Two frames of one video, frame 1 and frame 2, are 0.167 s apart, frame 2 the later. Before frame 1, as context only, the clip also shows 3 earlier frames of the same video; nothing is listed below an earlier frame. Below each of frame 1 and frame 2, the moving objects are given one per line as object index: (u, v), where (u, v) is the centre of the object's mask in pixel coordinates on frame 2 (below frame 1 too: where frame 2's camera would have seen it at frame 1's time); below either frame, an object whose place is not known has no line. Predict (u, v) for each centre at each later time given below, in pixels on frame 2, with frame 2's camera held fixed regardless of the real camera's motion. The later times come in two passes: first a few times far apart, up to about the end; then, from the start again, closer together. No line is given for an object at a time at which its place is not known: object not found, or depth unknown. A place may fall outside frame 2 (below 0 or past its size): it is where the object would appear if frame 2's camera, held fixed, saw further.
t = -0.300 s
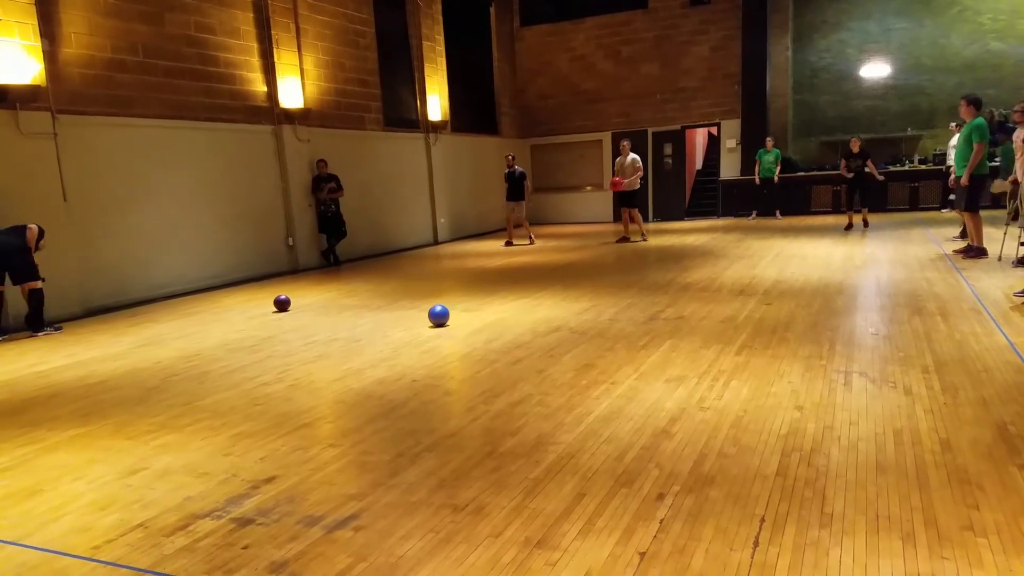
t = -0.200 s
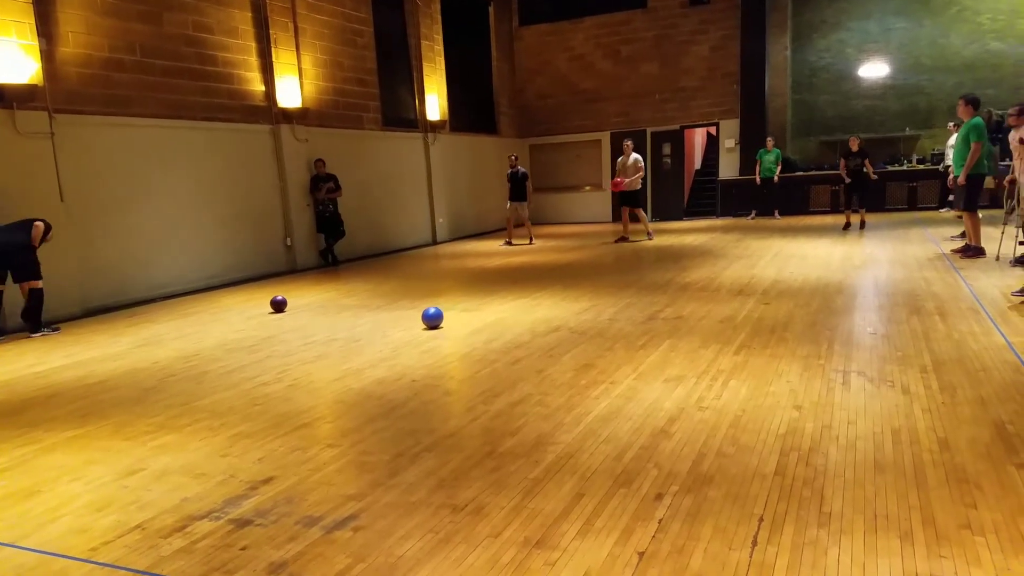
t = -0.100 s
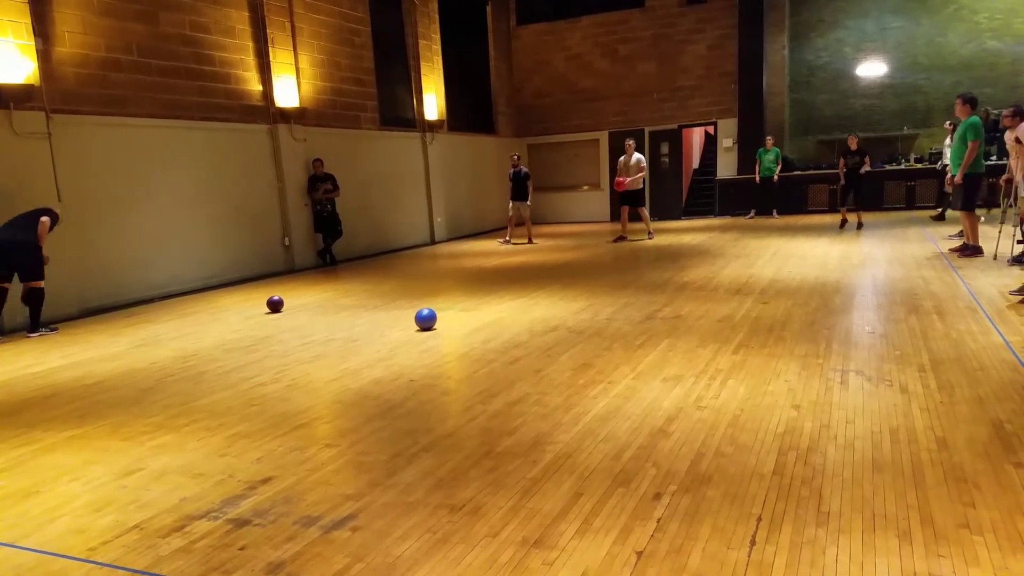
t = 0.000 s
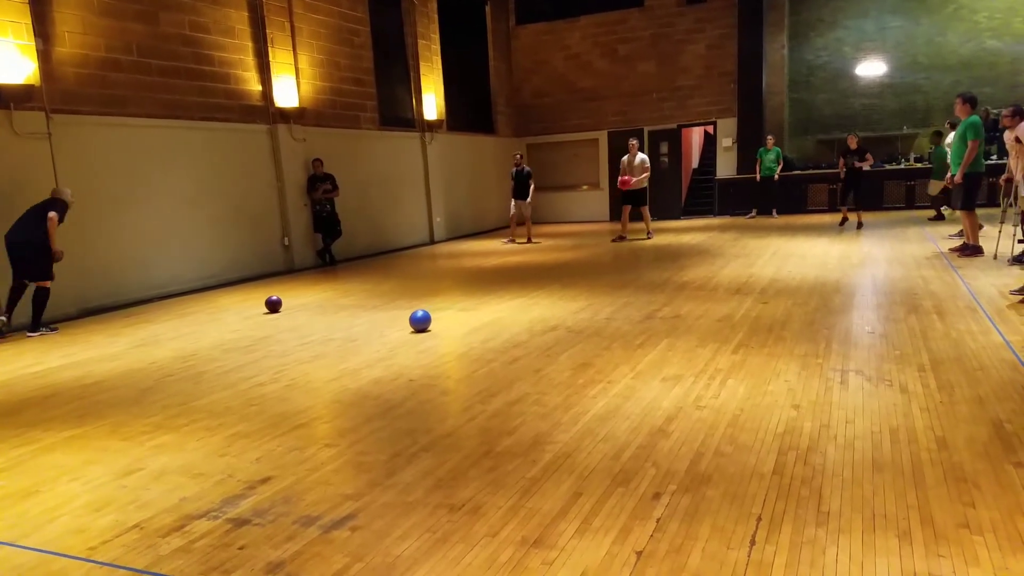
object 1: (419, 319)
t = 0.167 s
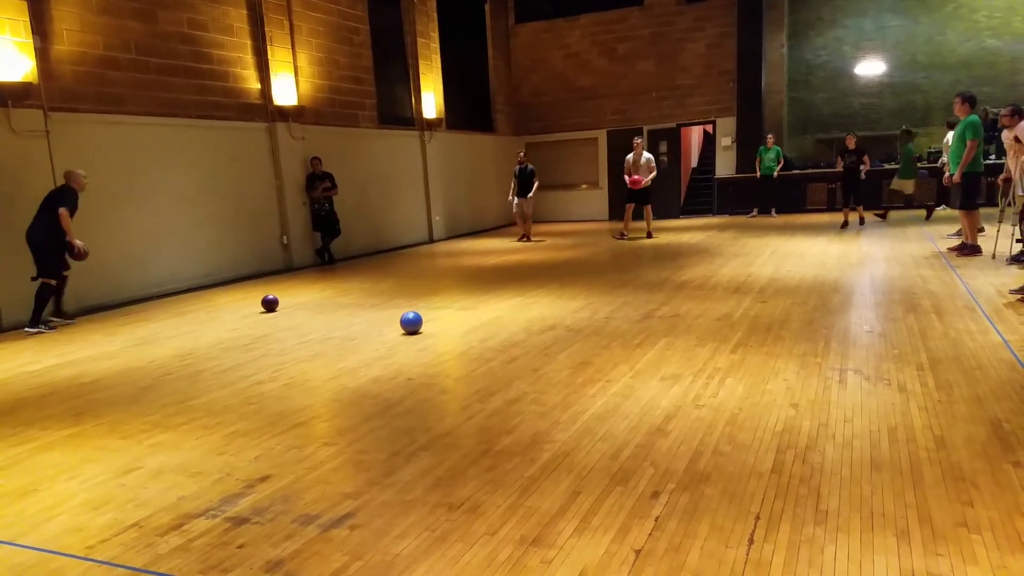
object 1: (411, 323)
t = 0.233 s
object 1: (408, 324)
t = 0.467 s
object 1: (397, 329)
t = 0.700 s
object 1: (385, 333)
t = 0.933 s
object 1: (373, 338)
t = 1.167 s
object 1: (362, 343)
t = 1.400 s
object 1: (350, 348)
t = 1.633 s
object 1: (338, 353)
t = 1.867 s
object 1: (327, 358)
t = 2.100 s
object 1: (315, 363)
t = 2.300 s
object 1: (304, 368)
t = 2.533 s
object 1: (292, 373)
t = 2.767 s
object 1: (282, 377)
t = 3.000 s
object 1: (272, 382)
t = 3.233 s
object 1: (262, 387)
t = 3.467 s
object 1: (250, 391)
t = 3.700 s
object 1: (240, 396)
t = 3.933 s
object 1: (230, 400)
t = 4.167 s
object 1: (223, 403)
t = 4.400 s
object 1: (218, 406)
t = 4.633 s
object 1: (214, 409)
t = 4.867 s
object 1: (212, 411)
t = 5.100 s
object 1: (208, 414)
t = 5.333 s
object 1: (204, 415)
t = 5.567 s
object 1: (201, 417)
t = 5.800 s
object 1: (196, 418)
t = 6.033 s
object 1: (193, 420)
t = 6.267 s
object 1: (192, 421)
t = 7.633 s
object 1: (191, 422)
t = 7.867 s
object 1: (194, 420)
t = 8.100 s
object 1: (197, 418)
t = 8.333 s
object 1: (198, 418)
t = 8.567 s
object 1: (198, 418)
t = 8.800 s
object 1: (198, 419)
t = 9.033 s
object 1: (198, 418)
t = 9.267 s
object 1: (198, 418)
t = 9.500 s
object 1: (199, 419)
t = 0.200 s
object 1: (410, 323)
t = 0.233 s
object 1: (408, 324)
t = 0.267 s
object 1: (407, 325)
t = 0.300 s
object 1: (405, 325)
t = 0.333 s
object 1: (403, 326)
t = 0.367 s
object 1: (402, 327)
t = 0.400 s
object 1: (400, 327)
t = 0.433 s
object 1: (398, 328)
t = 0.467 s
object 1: (397, 329)
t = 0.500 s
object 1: (395, 329)
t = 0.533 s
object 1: (393, 330)
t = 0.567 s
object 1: (391, 330)
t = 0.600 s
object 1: (390, 331)
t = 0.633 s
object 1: (388, 332)
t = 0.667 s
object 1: (386, 333)
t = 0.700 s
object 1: (385, 333)
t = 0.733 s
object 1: (383, 334)
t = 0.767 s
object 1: (381, 335)
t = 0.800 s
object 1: (380, 335)
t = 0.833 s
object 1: (378, 336)
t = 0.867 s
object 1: (376, 337)
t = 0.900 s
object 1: (375, 337)
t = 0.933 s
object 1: (373, 338)
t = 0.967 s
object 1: (372, 339)
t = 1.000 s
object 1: (370, 339)
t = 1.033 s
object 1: (369, 340)
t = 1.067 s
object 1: (367, 341)
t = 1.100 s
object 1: (365, 342)
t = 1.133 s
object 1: (364, 342)
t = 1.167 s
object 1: (362, 343)
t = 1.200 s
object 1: (360, 344)
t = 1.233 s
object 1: (359, 345)
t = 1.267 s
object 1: (357, 345)
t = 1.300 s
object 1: (355, 346)
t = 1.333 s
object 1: (353, 347)
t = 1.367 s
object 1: (352, 347)
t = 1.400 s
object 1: (350, 348)
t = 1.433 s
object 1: (348, 349)
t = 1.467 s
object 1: (346, 350)
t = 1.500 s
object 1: (345, 350)
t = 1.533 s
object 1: (343, 351)
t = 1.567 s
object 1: (341, 352)
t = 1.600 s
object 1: (340, 352)
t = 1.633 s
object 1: (338, 353)
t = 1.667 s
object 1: (336, 354)
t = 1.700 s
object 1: (335, 354)
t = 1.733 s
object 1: (333, 355)
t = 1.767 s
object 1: (331, 356)
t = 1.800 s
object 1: (330, 357)
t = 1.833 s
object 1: (329, 357)
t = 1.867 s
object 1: (327, 358)
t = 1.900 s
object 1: (325, 358)
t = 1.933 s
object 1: (323, 359)
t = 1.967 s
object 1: (322, 360)
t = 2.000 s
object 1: (320, 361)
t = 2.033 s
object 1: (319, 362)
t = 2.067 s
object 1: (317, 362)
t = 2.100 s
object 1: (315, 363)
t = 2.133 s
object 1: (314, 364)
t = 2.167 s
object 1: (312, 365)
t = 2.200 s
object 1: (310, 366)
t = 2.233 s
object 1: (308, 366)
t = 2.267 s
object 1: (306, 367)
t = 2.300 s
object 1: (304, 368)
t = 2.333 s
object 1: (303, 368)
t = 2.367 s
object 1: (302, 369)
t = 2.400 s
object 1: (300, 370)
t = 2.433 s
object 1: (298, 371)
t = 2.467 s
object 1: (297, 371)
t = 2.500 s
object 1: (294, 372)
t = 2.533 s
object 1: (292, 373)
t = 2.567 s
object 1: (291, 373)
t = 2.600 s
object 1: (289, 374)
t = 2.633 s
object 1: (288, 375)
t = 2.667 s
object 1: (287, 375)
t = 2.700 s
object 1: (285, 376)
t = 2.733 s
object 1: (283, 377)
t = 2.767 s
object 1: (282, 377)
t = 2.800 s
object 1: (280, 378)
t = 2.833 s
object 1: (278, 379)
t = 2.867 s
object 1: (277, 379)
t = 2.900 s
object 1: (276, 380)
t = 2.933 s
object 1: (275, 381)
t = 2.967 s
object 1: (274, 381)
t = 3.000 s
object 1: (272, 382)
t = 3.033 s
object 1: (270, 383)
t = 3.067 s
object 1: (269, 383)
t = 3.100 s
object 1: (267, 384)
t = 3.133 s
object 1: (266, 385)
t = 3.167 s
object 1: (264, 385)
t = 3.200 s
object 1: (263, 386)
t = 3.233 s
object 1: (262, 387)
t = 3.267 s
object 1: (260, 388)
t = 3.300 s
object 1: (258, 388)
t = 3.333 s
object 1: (257, 389)
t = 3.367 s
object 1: (255, 390)
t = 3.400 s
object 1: (253, 390)
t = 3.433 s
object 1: (252, 390)
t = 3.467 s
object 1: (250, 391)
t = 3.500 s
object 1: (249, 392)
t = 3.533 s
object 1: (247, 393)
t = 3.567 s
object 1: (246, 393)
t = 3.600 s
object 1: (244, 394)
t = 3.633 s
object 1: (242, 394)
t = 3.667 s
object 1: (241, 395)
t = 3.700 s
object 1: (240, 396)
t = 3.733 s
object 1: (238, 396)
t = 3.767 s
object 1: (237, 397)
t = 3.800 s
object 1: (235, 397)
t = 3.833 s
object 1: (234, 398)
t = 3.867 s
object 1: (233, 398)
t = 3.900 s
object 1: (232, 399)
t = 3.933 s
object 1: (230, 400)
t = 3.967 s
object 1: (229, 400)
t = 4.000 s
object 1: (228, 400)
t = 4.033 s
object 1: (227, 401)
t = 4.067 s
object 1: (226, 402)
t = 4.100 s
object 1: (225, 402)
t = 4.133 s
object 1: (224, 403)
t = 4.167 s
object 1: (223, 403)
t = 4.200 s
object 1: (222, 404)
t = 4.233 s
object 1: (221, 404)
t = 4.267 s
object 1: (220, 404)
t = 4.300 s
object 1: (220, 405)
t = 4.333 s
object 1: (220, 405)
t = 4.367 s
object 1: (219, 406)
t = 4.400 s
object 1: (218, 406)
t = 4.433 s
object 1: (217, 407)
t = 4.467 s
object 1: (217, 407)
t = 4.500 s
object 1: (216, 407)
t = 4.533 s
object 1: (215, 408)
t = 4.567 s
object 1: (215, 408)
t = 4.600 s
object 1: (215, 409)
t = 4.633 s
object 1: (214, 409)
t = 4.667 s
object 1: (214, 409)
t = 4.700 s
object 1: (214, 410)
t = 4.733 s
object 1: (213, 410)
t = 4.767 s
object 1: (212, 410)
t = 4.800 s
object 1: (211, 411)
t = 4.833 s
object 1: (212, 411)
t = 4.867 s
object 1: (212, 411)
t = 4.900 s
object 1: (211, 412)
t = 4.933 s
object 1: (211, 412)
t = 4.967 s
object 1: (210, 412)
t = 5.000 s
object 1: (210, 413)
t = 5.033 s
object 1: (209, 413)
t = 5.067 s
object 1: (209, 413)
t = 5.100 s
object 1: (208, 414)
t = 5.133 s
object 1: (207, 414)
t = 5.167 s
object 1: (207, 414)
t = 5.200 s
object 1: (207, 415)
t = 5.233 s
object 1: (206, 414)
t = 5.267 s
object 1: (205, 415)
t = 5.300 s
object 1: (205, 415)
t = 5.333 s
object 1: (204, 415)
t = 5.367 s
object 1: (203, 416)
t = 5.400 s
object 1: (203, 416)
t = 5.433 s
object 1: (203, 416)
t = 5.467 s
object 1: (202, 416)
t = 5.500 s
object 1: (201, 417)
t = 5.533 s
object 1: (201, 417)
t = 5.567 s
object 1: (201, 417)
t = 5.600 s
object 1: (200, 417)
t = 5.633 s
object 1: (200, 417)
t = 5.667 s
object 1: (199, 417)
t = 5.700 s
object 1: (199, 418)
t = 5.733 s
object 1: (199, 417)
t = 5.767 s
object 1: (198, 418)
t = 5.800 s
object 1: (196, 418)
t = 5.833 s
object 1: (196, 418)
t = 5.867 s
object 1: (195, 418)
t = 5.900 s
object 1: (195, 419)
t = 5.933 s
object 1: (194, 419)
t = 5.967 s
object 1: (194, 419)
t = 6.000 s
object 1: (194, 419)
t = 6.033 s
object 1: (193, 420)
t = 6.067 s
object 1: (193, 420)
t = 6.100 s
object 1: (192, 420)
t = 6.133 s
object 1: (192, 420)
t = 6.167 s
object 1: (192, 420)
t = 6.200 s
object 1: (192, 420)
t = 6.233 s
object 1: (191, 421)
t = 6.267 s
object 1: (192, 421)
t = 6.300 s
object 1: (192, 421)
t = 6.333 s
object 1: (192, 421)
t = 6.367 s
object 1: (191, 420)
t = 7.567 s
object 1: (191, 422)
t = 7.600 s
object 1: (191, 422)
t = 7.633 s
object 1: (191, 422)
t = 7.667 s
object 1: (192, 422)
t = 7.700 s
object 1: (192, 421)
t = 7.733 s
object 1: (193, 421)
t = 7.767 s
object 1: (193, 421)
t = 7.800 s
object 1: (193, 420)
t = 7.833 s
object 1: (193, 420)
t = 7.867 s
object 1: (194, 420)
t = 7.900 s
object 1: (195, 420)
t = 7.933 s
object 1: (195, 420)
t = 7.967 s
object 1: (196, 420)
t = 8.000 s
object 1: (196, 419)
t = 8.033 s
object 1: (197, 419)
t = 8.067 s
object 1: (197, 418)
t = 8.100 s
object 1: (197, 418)
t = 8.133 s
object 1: (198, 419)
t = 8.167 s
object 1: (198, 419)
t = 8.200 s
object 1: (198, 418)
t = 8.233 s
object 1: (198, 418)
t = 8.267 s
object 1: (198, 419)
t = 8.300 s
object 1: (198, 418)
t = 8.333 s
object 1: (198, 418)
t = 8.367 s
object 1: (198, 418)
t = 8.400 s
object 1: (198, 418)
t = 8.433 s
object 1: (198, 418)
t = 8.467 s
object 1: (198, 419)
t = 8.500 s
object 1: (198, 419)
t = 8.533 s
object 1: (198, 419)
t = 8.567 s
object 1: (198, 418)
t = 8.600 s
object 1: (198, 418)
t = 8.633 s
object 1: (198, 418)
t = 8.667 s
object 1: (198, 418)
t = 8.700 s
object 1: (198, 418)
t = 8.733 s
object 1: (198, 419)
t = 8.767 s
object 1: (198, 419)
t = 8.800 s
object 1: (198, 419)
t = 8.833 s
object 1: (198, 419)
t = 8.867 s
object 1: (198, 418)
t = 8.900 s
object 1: (198, 418)
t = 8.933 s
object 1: (198, 418)
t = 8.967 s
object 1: (198, 418)
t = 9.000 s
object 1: (198, 418)
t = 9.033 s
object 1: (198, 418)
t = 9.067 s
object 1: (198, 418)
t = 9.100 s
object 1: (198, 418)
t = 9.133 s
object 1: (198, 419)
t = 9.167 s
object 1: (198, 419)
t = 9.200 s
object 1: (198, 418)
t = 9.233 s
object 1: (198, 418)
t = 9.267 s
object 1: (198, 418)
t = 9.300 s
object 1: (198, 418)
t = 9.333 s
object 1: (198, 418)
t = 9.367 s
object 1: (198, 418)
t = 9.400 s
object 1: (199, 418)
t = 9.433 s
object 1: (199, 418)
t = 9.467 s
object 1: (199, 419)
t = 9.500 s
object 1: (199, 419)
